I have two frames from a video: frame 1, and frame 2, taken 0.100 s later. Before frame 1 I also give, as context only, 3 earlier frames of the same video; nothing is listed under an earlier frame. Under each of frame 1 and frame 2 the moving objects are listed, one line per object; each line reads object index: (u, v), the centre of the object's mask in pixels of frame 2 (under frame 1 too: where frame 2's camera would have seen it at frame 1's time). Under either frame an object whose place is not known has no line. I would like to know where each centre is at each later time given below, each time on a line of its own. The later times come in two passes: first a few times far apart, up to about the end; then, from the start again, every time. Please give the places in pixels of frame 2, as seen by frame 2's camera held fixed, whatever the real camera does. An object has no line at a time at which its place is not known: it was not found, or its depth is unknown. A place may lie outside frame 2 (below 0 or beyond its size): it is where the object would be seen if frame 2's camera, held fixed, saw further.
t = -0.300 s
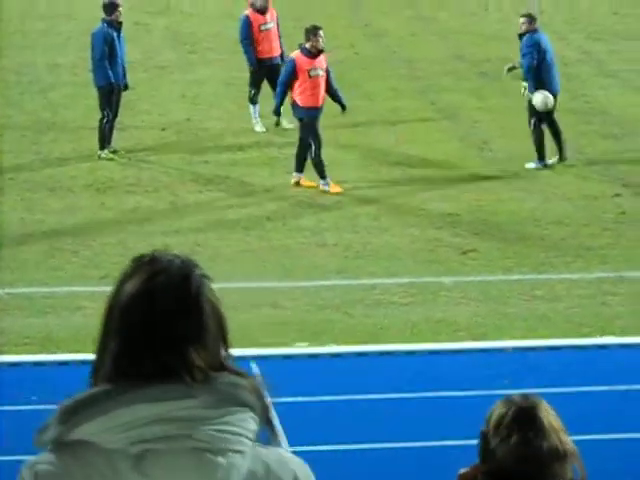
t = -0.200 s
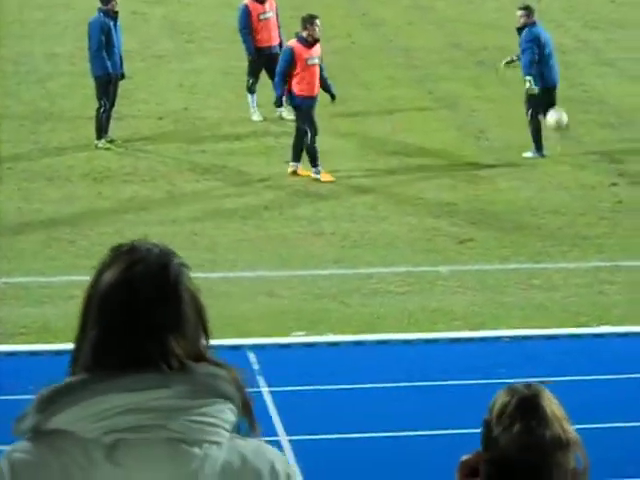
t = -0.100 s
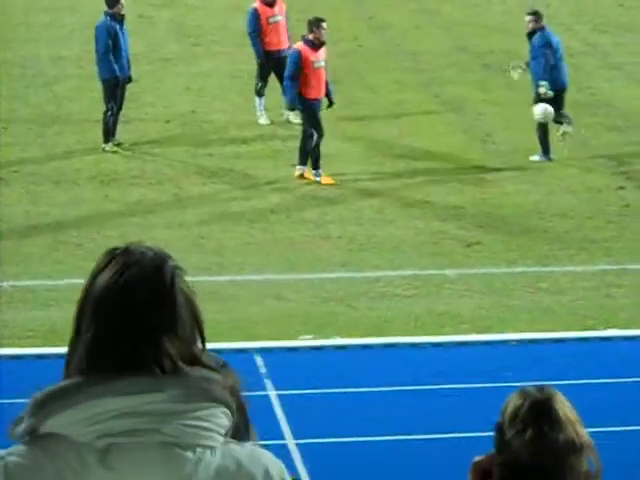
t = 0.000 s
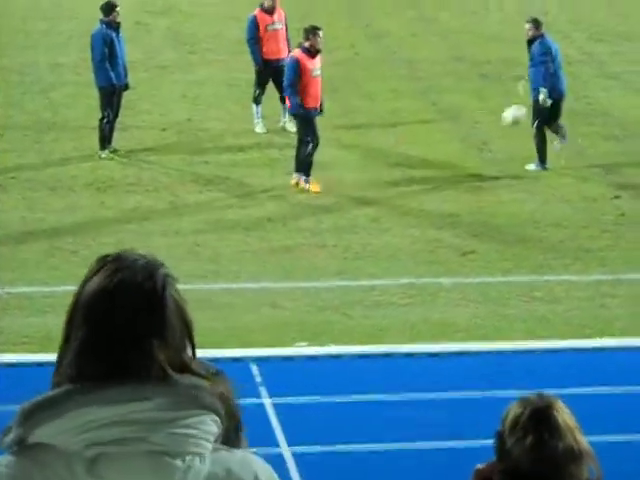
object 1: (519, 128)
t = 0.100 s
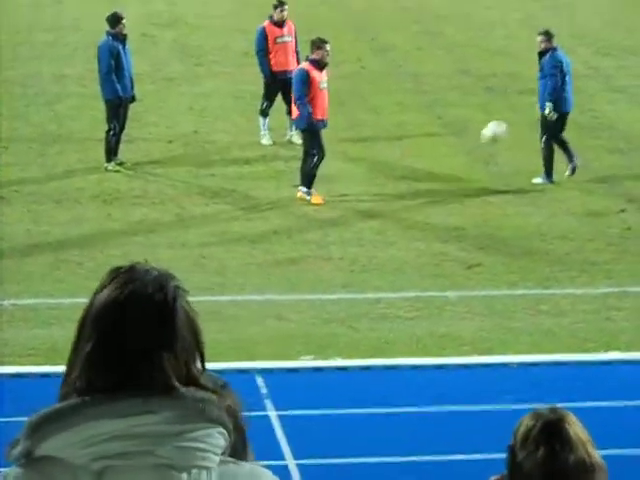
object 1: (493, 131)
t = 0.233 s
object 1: (456, 150)
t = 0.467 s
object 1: (385, 225)
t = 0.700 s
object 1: (332, 226)
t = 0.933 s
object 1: (282, 248)
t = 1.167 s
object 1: (226, 284)
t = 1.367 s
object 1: (172, 304)
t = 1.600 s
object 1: (108, 330)
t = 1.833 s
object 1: (39, 357)
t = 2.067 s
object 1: (-36, 383)
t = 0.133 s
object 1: (484, 134)
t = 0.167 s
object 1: (475, 138)
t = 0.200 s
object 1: (466, 144)
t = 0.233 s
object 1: (456, 150)
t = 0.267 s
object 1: (445, 157)
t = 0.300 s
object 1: (437, 165)
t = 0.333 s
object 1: (427, 175)
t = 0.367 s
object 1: (417, 186)
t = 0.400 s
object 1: (406, 197)
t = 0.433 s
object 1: (396, 211)
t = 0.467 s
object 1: (385, 225)
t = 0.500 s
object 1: (374, 241)
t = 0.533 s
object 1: (366, 243)
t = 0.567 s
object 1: (359, 237)
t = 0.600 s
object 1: (352, 233)
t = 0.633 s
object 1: (346, 229)
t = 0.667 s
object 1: (339, 227)
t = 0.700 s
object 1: (332, 226)
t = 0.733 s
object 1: (325, 226)
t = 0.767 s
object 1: (318, 227)
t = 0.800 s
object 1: (311, 229)
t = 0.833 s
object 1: (304, 232)
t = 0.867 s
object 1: (297, 235)
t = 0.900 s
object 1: (289, 241)
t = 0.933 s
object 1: (282, 248)
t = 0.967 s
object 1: (275, 255)
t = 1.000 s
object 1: (267, 265)
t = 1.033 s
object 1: (259, 275)
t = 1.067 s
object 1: (252, 286)
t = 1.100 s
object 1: (243, 288)
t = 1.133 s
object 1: (235, 286)
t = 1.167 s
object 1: (226, 284)
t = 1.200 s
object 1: (216, 285)
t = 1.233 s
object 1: (208, 287)
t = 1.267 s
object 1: (200, 289)
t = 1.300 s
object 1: (191, 293)
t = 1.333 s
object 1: (181, 298)
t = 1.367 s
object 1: (172, 304)
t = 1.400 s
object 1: (164, 313)
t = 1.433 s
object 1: (155, 320)
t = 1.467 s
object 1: (145, 322)
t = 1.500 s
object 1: (135, 322)
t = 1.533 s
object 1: (125, 324)
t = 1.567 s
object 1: (116, 327)
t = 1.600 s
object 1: (108, 330)
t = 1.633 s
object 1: (97, 335)
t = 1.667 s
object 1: (88, 341)
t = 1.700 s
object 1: (77, 346)
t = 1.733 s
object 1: (68, 347)
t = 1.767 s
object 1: (58, 350)
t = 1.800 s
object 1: (48, 352)
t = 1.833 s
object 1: (39, 357)
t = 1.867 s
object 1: (28, 362)
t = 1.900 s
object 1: (17, 367)
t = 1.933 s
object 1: (7, 367)
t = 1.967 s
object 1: (-3, 369)
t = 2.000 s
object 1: (-14, 372)
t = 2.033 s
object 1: (-27, 378)
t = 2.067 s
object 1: (-36, 383)
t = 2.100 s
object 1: (-47, 384)
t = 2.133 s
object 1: (-51, 384)
